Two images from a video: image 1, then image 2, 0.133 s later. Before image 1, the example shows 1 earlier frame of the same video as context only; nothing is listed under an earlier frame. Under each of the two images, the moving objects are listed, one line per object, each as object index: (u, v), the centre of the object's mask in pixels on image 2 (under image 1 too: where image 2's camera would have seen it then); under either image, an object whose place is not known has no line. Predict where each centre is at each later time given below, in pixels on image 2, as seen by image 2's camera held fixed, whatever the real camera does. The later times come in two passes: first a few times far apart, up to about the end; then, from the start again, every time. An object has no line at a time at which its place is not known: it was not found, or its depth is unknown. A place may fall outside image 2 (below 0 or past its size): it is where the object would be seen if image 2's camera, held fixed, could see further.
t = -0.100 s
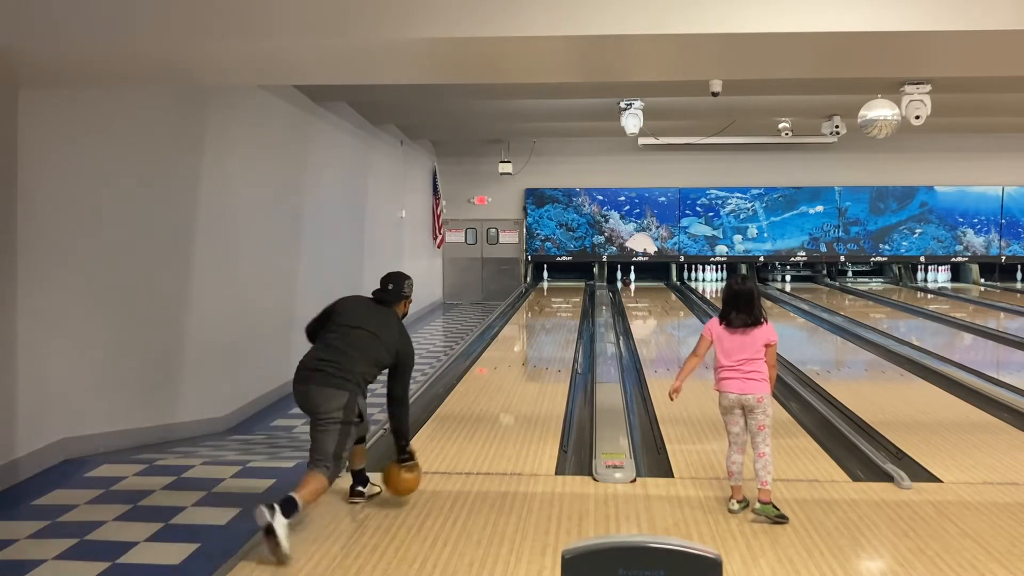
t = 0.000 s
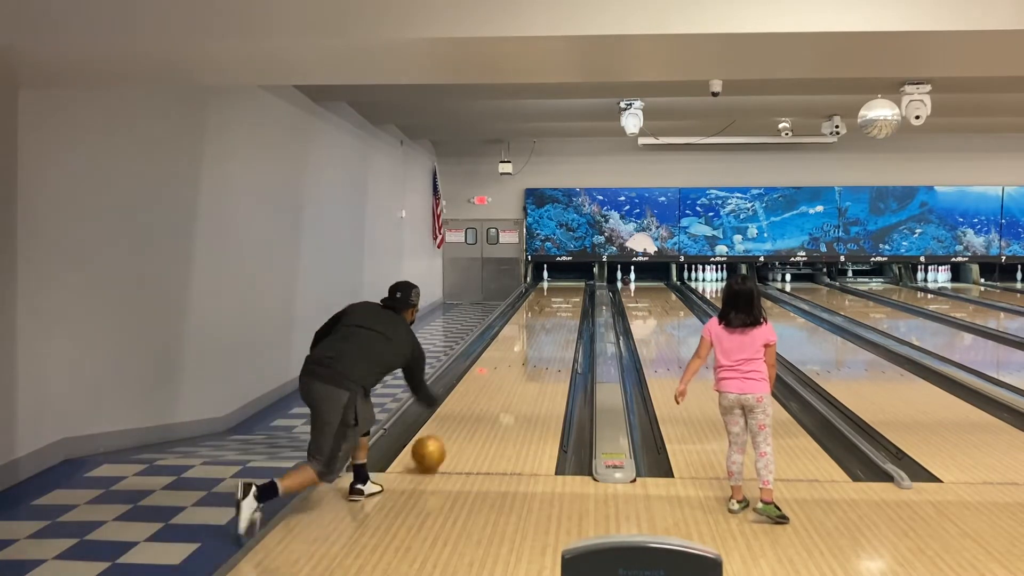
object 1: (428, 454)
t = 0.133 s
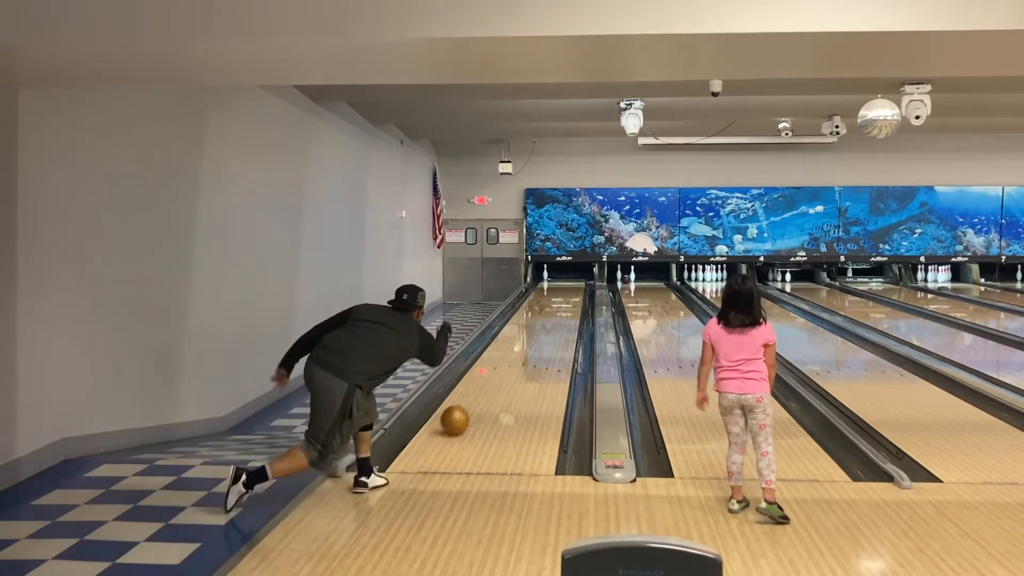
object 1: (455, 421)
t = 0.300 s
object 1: (479, 390)
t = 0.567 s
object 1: (507, 352)
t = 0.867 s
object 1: (525, 328)
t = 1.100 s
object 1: (535, 314)
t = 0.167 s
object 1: (460, 413)
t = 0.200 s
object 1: (465, 407)
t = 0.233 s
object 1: (470, 401)
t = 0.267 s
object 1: (474, 395)
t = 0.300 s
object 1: (479, 390)
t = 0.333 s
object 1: (482, 384)
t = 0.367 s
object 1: (486, 379)
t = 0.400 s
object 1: (490, 375)
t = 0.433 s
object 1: (493, 370)
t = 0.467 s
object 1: (496, 366)
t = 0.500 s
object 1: (502, 358)
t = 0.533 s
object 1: (505, 355)
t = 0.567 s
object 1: (507, 352)
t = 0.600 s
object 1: (510, 349)
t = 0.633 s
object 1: (512, 346)
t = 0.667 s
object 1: (514, 343)
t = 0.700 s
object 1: (516, 340)
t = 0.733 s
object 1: (518, 337)
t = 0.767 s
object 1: (519, 335)
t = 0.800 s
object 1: (521, 333)
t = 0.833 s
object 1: (523, 330)
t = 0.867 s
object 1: (525, 328)
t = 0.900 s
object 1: (526, 326)
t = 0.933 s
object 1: (527, 324)
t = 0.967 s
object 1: (529, 322)
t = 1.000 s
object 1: (531, 320)
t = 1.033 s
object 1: (532, 318)
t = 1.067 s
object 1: (534, 315)
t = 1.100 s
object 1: (535, 314)
